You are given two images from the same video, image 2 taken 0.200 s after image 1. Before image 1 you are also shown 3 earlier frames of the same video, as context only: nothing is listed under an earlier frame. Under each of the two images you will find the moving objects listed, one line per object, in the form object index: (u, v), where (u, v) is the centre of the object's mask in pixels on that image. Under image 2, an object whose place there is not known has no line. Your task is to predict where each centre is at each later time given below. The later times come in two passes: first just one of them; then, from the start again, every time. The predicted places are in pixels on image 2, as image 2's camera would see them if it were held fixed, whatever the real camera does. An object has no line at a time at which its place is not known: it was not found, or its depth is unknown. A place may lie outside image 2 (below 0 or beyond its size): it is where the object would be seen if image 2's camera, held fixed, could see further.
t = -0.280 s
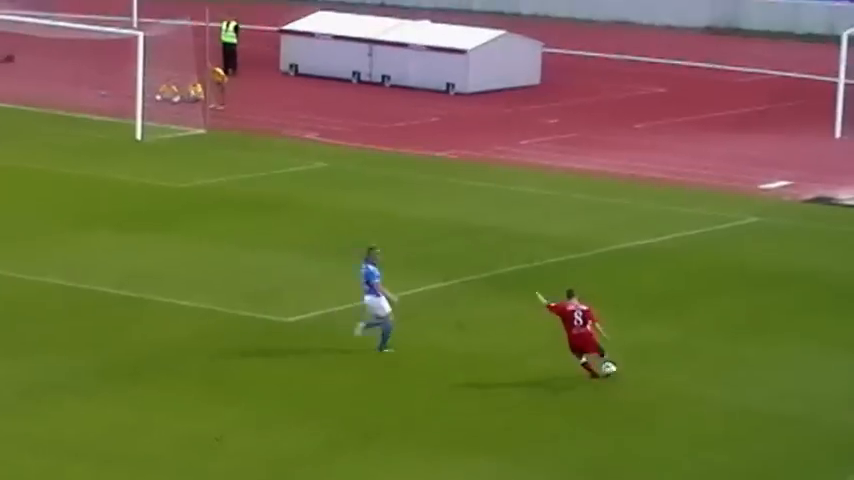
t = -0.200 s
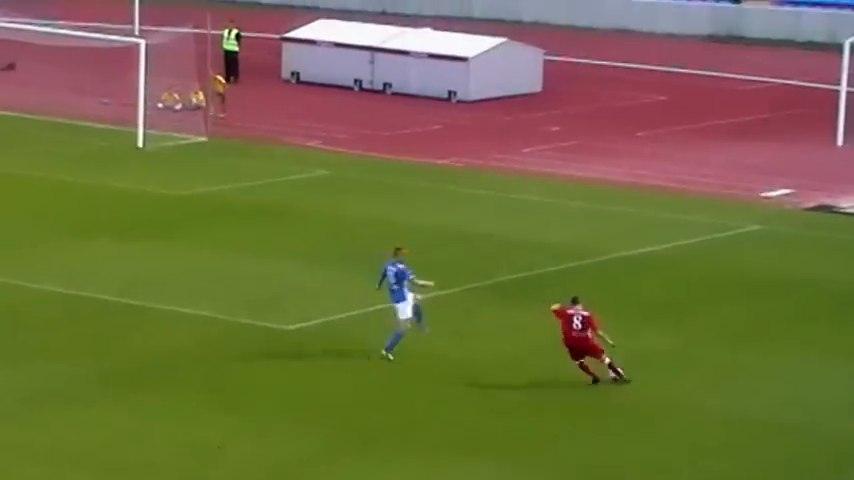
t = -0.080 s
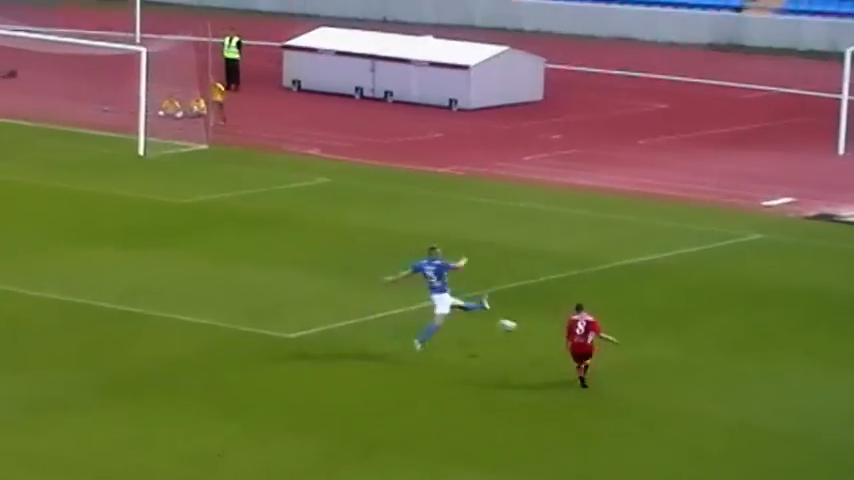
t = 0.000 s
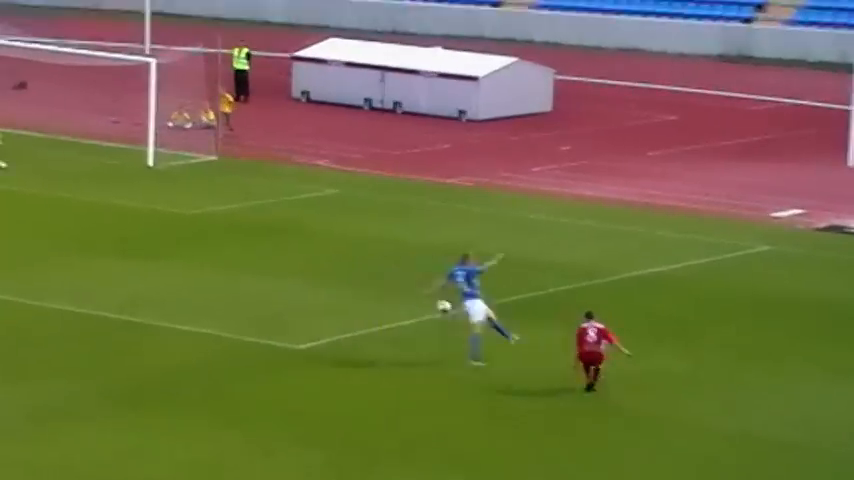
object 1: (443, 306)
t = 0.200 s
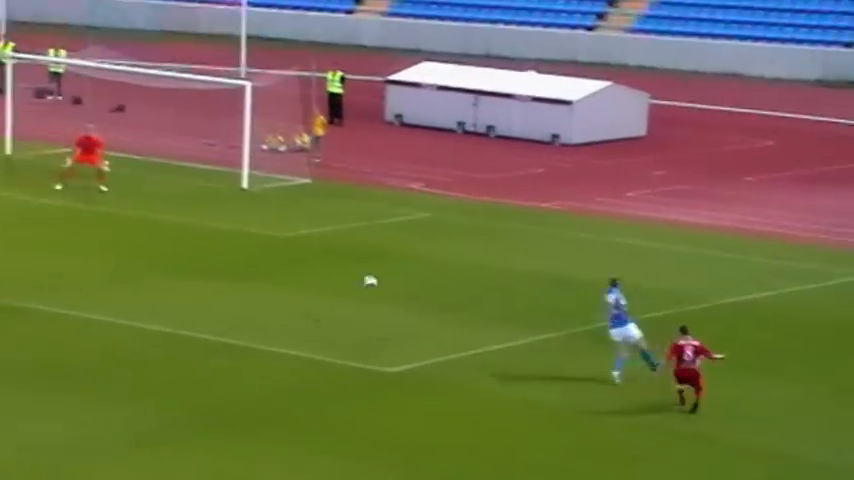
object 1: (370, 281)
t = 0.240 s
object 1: (339, 275)
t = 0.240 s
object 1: (339, 275)
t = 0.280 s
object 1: (308, 272)
